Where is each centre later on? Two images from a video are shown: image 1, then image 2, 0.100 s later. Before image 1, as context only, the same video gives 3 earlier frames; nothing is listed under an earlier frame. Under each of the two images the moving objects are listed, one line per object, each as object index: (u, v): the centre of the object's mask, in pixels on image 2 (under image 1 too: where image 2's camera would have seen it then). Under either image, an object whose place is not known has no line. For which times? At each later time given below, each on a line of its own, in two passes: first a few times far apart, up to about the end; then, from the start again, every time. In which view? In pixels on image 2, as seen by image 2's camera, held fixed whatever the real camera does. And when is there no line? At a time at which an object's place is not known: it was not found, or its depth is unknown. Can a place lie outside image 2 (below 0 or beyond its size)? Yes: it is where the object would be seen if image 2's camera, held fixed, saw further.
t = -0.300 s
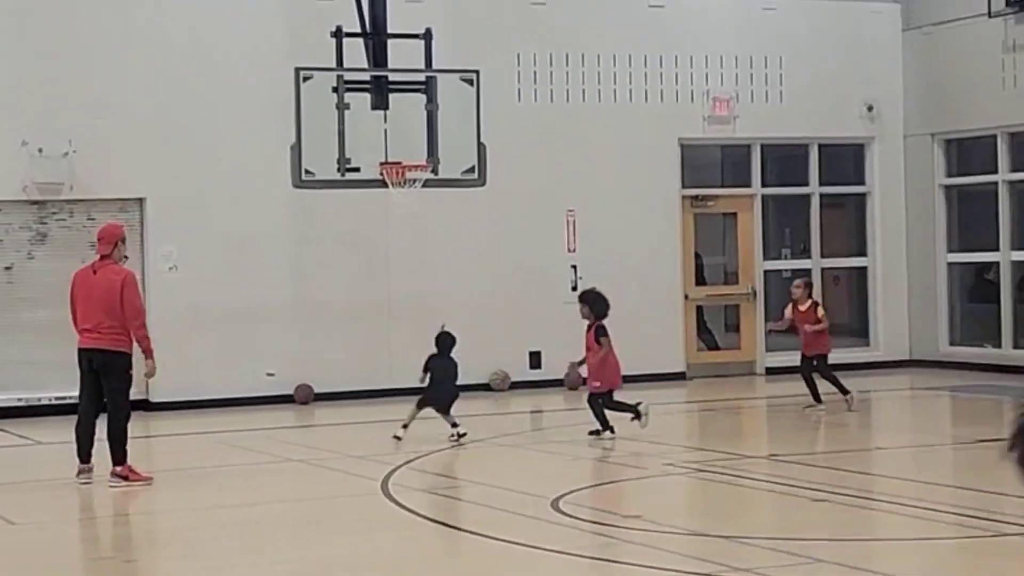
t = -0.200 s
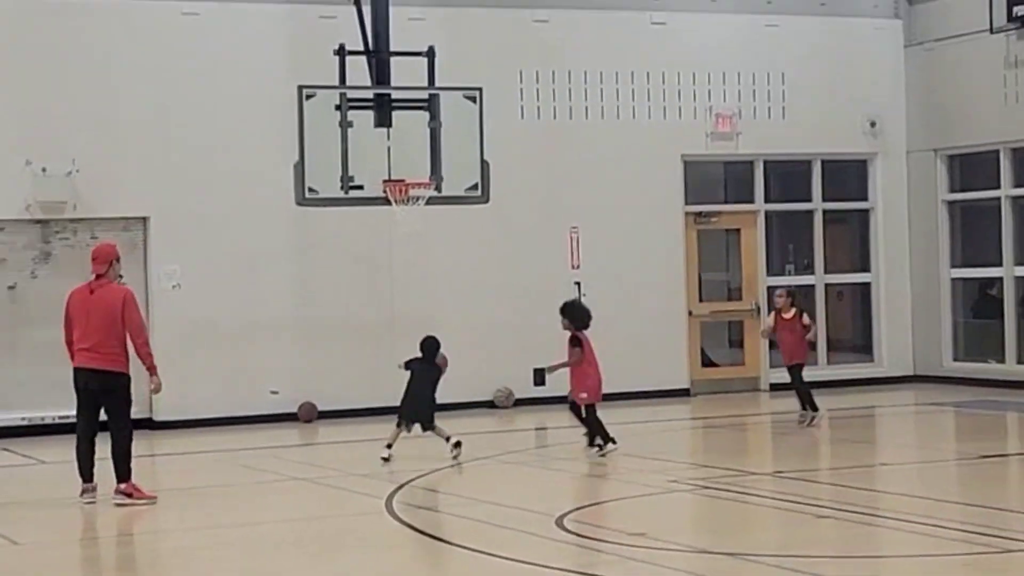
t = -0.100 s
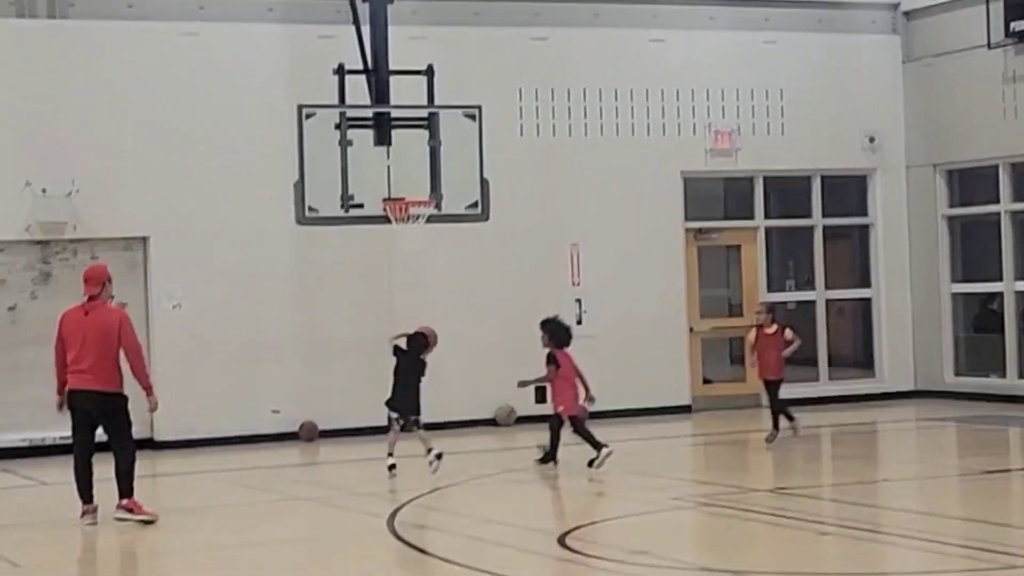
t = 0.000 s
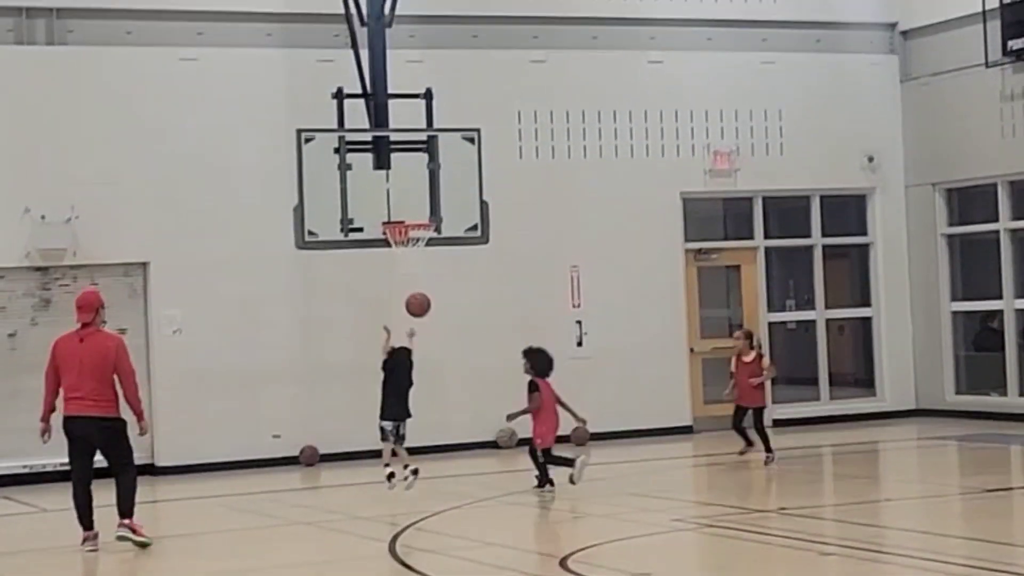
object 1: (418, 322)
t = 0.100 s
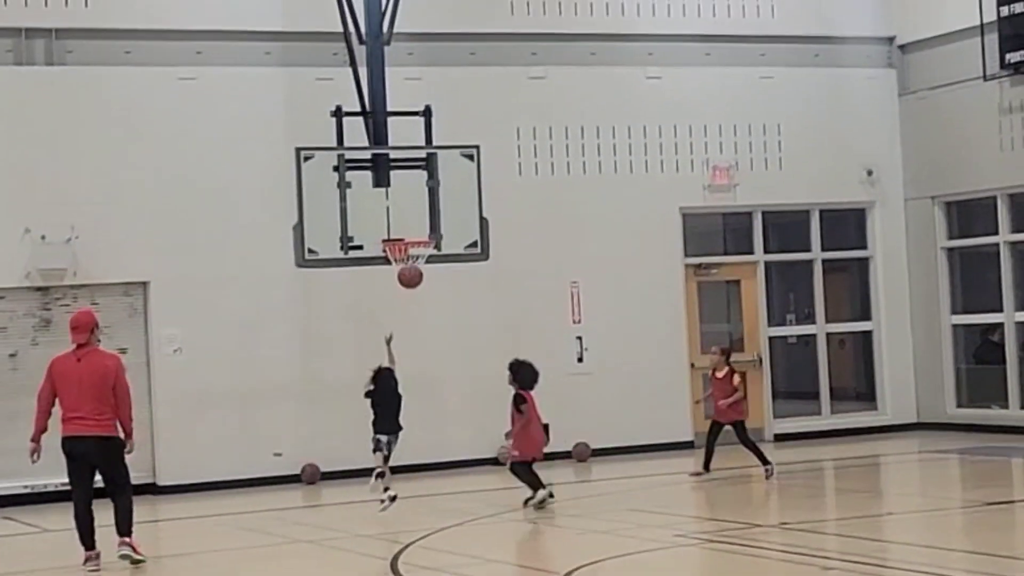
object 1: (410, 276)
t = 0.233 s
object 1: (401, 235)
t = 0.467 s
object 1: (387, 213)
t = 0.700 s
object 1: (397, 234)
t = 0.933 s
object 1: (425, 266)
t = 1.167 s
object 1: (422, 296)
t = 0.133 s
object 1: (407, 264)
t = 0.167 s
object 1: (406, 254)
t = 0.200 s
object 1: (403, 243)
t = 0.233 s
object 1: (401, 235)
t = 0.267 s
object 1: (398, 228)
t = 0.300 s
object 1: (396, 222)
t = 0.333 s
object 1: (394, 218)
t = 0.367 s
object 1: (392, 215)
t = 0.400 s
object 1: (390, 213)
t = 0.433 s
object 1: (389, 213)
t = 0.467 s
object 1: (387, 213)
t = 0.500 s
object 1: (385, 214)
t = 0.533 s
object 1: (384, 217)
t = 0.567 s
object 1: (382, 221)
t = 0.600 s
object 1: (385, 225)
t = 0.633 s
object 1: (389, 229)
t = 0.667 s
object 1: (393, 233)
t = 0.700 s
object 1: (397, 234)
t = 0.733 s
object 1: (402, 236)
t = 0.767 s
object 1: (407, 249)
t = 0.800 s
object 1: (413, 256)
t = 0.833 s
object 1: (417, 258)
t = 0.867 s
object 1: (420, 262)
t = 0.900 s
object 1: (424, 265)
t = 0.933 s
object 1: (425, 266)
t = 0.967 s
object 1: (427, 268)
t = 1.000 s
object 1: (427, 269)
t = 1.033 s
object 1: (426, 274)
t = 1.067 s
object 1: (425, 279)
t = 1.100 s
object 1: (424, 283)
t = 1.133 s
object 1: (423, 289)
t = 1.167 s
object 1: (422, 296)
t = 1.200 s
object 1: (421, 304)
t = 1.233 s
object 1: (420, 313)
